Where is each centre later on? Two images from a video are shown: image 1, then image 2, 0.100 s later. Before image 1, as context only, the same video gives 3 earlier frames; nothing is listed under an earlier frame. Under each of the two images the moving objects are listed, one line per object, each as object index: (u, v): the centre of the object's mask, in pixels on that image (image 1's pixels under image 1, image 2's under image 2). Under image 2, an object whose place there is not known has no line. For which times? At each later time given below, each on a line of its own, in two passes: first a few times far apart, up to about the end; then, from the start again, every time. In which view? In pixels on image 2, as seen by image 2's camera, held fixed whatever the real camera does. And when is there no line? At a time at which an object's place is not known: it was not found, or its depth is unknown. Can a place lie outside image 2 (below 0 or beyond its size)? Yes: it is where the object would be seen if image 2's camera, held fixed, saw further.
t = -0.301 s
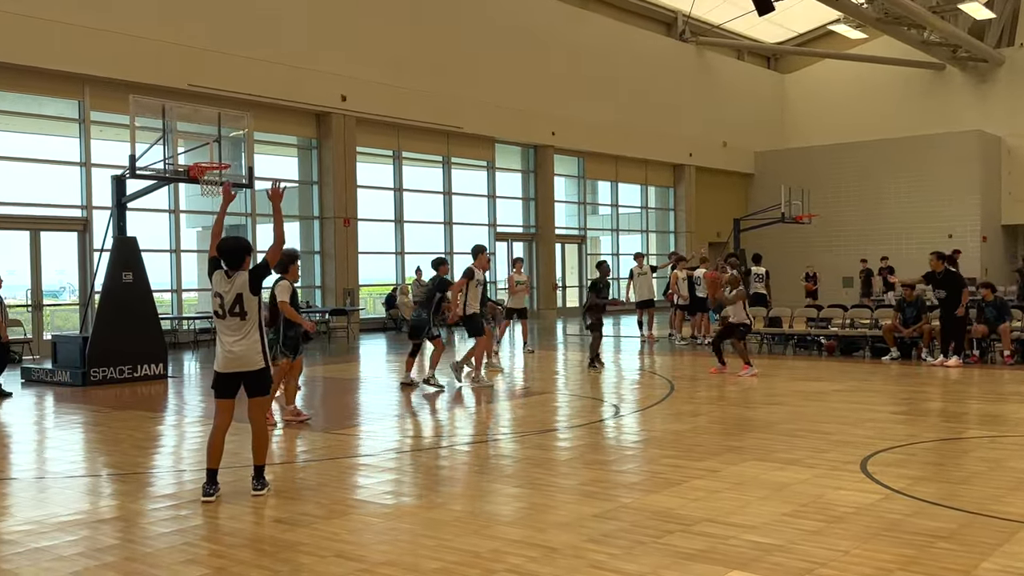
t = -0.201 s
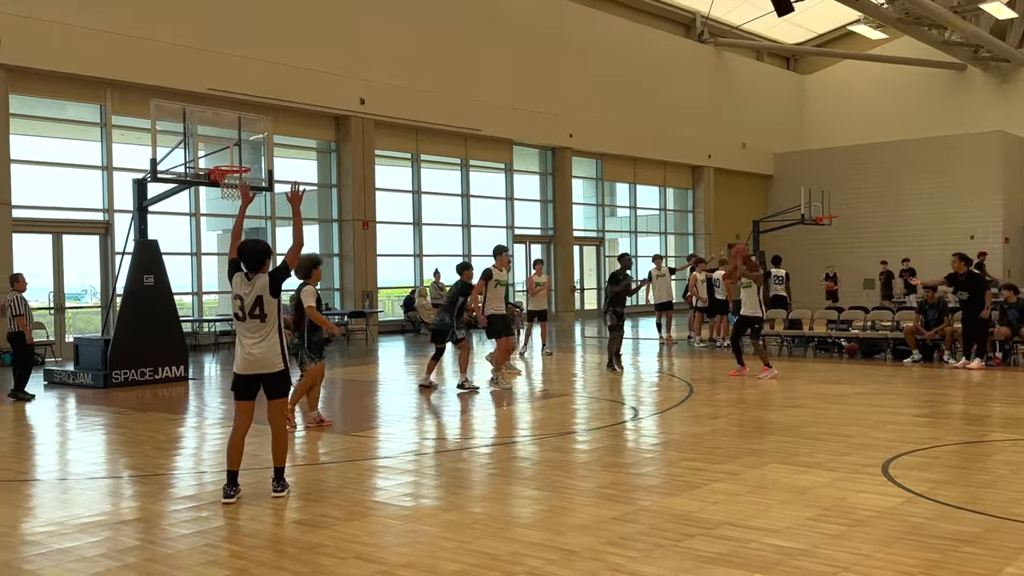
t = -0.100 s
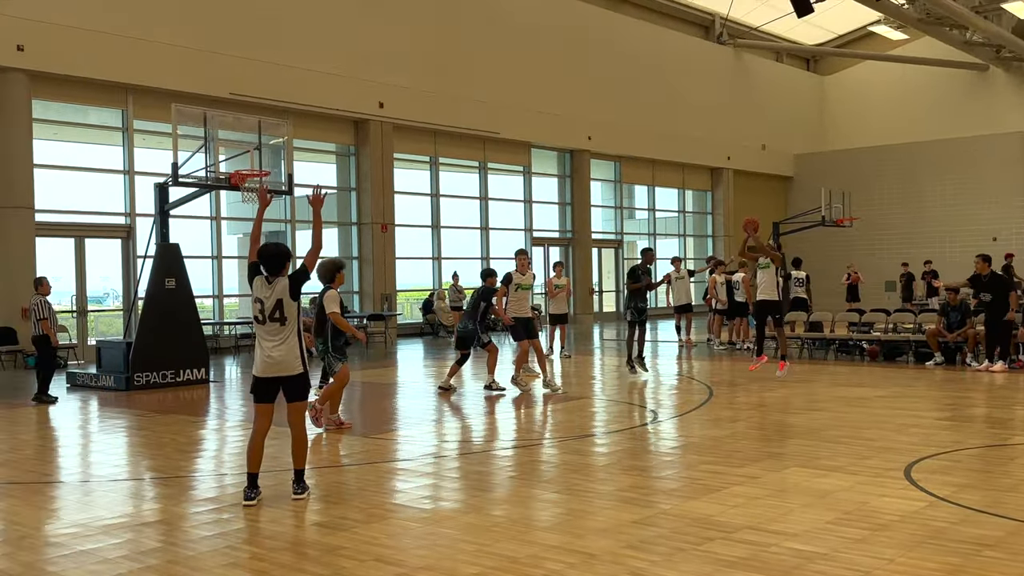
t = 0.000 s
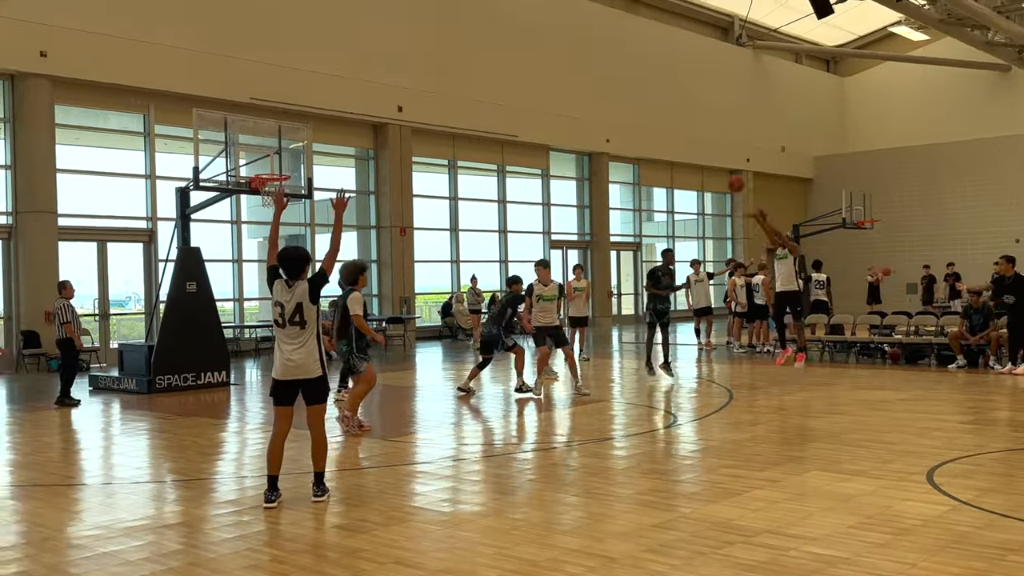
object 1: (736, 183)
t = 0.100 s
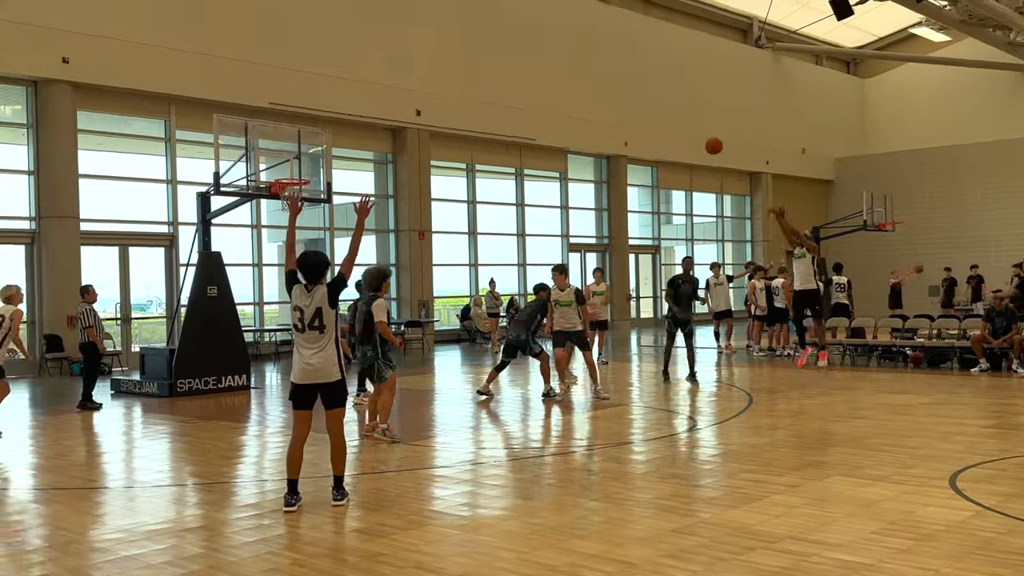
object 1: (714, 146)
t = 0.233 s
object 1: (662, 104)
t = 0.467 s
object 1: (575, 60)
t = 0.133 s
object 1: (701, 134)
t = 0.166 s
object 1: (688, 124)
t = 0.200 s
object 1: (675, 114)
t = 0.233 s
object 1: (662, 104)
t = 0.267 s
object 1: (649, 96)
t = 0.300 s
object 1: (637, 88)
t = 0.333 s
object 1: (624, 81)
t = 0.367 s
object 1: (612, 74)
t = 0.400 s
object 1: (599, 69)
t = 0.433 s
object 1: (587, 64)
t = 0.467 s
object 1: (575, 60)
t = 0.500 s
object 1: (563, 57)
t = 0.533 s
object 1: (550, 54)
